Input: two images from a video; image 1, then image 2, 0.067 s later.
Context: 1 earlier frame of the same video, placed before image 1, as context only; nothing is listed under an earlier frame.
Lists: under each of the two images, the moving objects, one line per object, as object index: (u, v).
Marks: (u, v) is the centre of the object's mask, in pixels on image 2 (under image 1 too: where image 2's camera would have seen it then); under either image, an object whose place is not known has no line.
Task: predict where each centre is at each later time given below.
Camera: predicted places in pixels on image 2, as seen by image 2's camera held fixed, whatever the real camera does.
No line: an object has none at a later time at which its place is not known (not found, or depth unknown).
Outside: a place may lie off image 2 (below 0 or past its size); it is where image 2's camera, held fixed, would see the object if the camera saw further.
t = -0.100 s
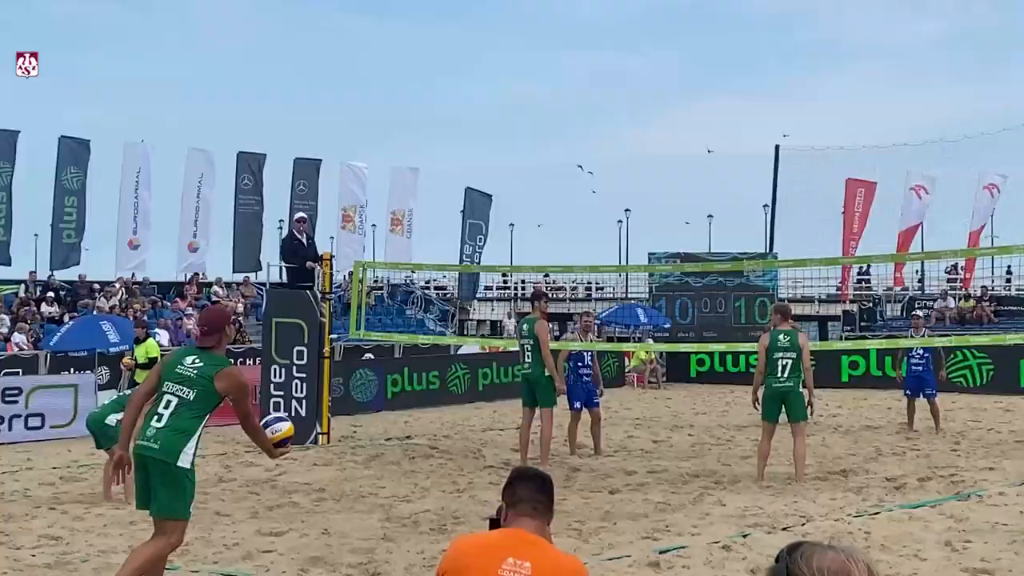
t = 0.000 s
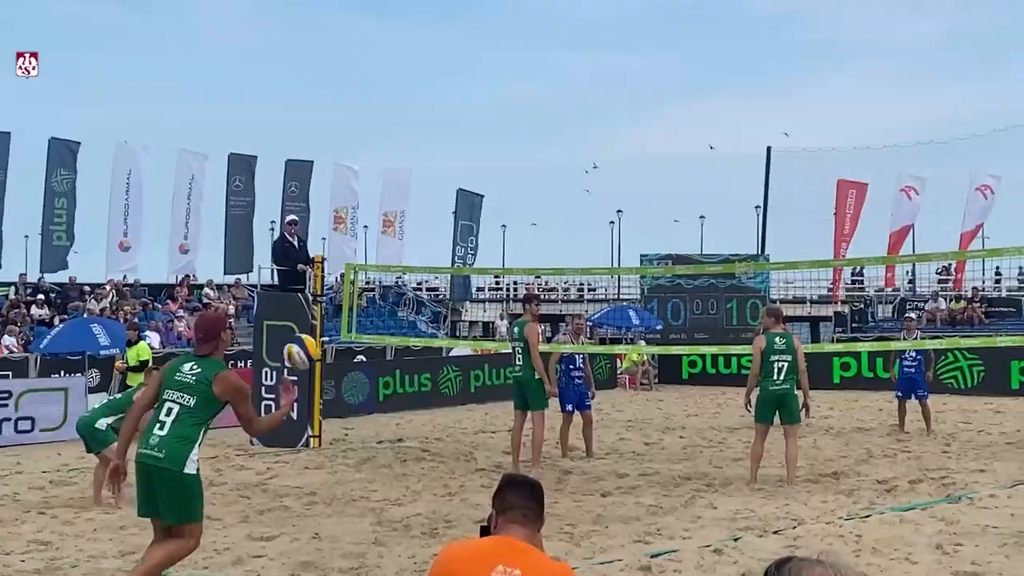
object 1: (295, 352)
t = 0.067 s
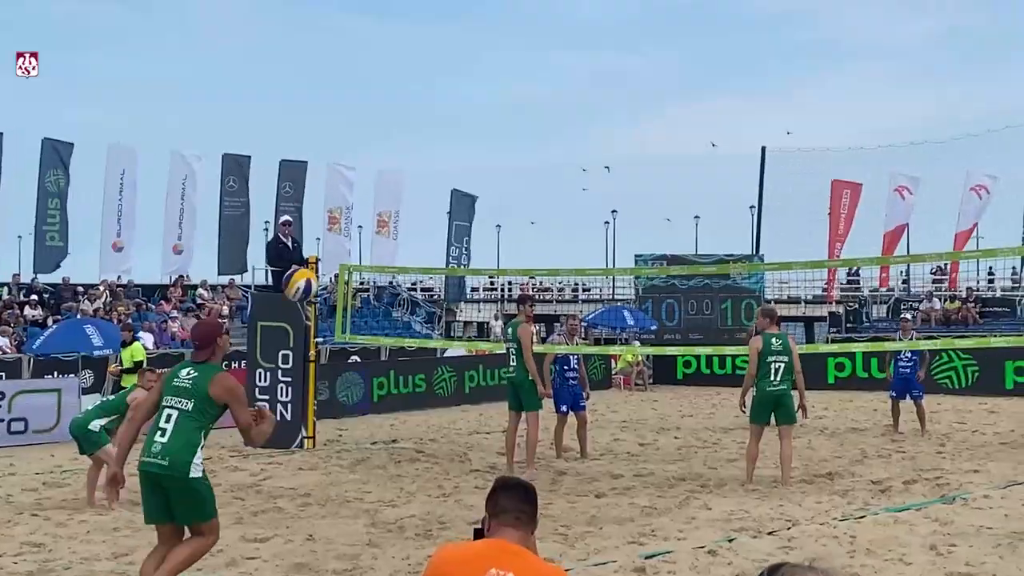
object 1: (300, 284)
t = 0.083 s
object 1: (301, 268)
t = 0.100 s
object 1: (302, 254)
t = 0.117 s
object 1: (303, 239)
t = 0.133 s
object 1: (305, 225)
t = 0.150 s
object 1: (306, 210)
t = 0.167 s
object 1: (307, 198)
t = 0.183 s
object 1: (308, 184)
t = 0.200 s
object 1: (309, 172)
